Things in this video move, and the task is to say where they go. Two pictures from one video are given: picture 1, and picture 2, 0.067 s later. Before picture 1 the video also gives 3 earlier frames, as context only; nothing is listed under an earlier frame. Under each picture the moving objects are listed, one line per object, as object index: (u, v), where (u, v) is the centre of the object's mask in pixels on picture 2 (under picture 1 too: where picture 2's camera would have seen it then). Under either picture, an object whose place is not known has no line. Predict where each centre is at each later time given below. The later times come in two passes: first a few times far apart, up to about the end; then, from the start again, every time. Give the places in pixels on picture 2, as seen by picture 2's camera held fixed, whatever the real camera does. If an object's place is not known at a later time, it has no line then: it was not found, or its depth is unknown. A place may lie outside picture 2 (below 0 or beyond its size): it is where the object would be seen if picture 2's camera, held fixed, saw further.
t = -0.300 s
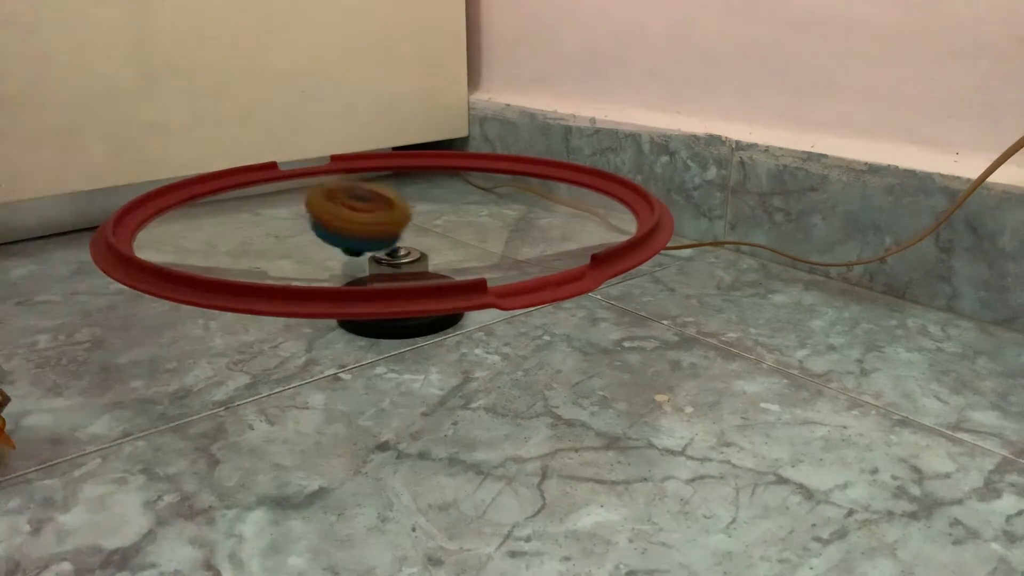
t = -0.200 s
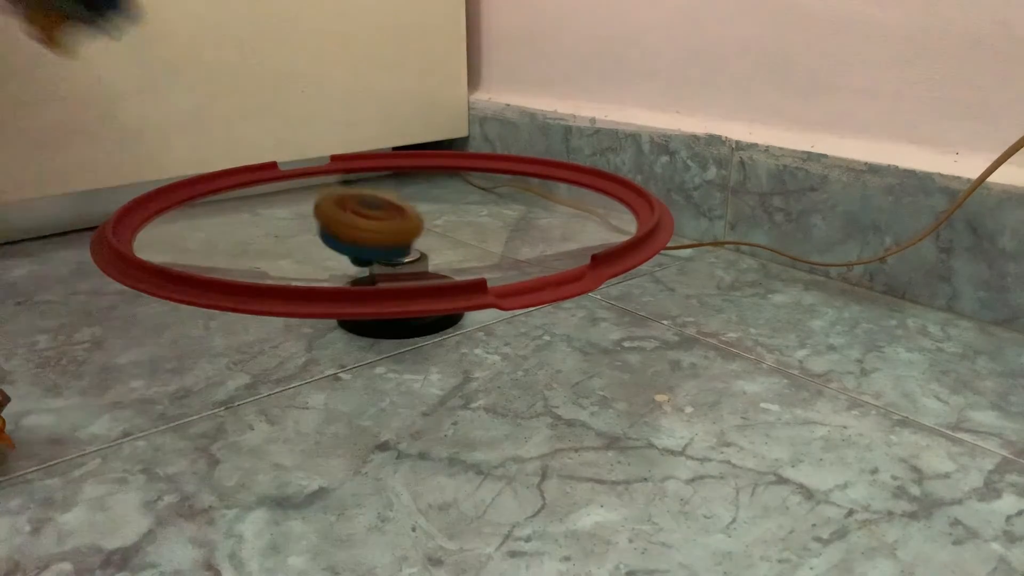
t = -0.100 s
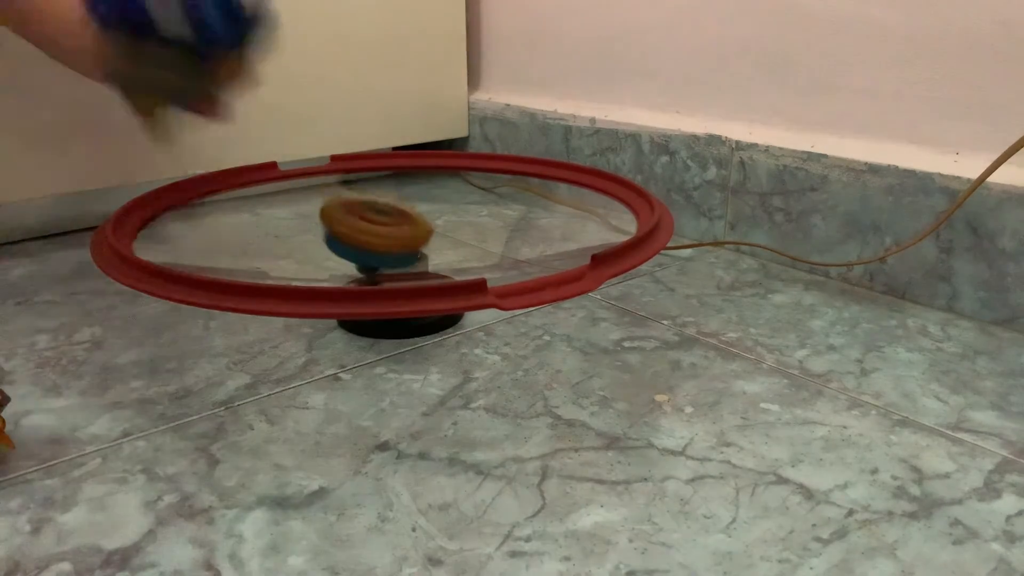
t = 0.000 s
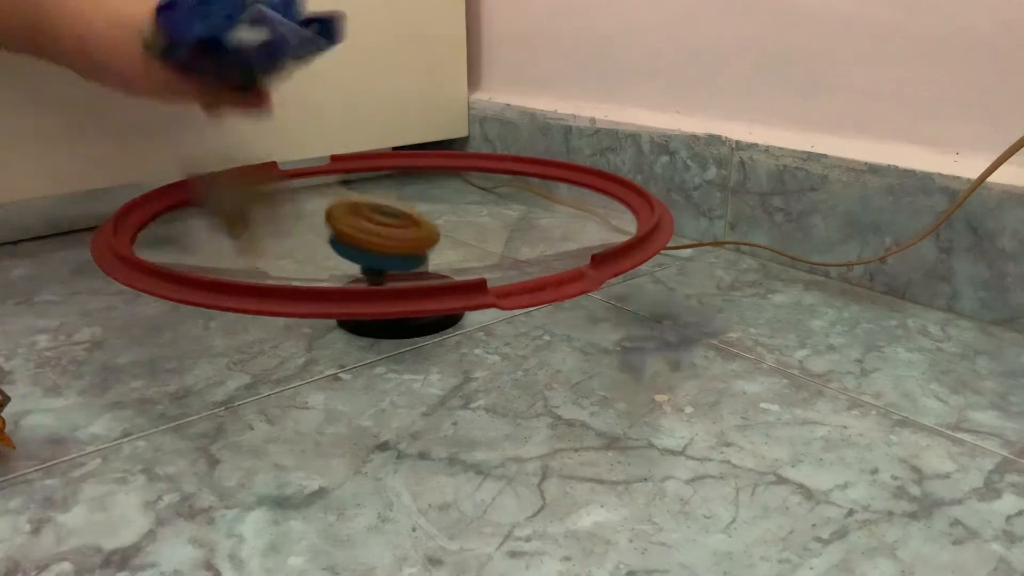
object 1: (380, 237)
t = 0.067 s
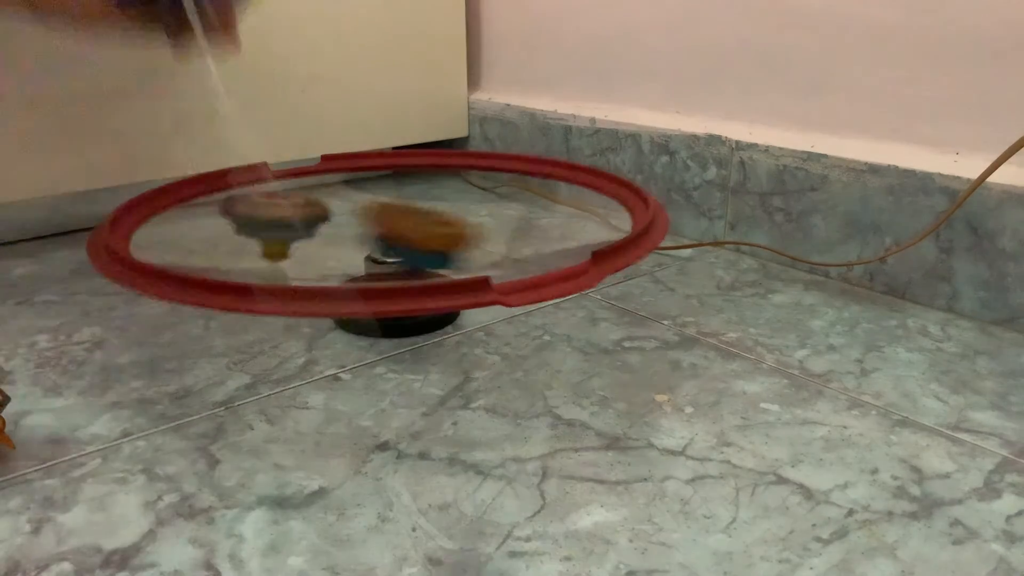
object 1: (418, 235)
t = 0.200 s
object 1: (567, 208)
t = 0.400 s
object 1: (570, 216)
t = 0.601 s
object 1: (397, 239)
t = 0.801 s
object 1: (316, 188)
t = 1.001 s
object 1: (360, 168)
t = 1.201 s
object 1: (468, 190)
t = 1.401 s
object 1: (525, 211)
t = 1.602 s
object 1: (465, 230)
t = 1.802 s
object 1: (377, 230)
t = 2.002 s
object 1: (331, 214)
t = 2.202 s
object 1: (322, 192)
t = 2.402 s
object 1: (351, 179)
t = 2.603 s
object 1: (371, 174)
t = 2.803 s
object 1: (369, 184)
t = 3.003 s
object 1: (370, 201)
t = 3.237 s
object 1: (383, 207)
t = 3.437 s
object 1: (443, 202)
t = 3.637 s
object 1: (442, 221)
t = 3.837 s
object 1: (429, 235)
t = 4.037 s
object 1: (412, 240)
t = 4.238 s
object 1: (347, 243)
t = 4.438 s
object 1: (364, 228)
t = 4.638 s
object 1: (310, 218)
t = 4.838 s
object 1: (308, 215)
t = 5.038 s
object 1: (315, 219)
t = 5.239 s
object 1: (285, 222)
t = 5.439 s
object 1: (313, 223)
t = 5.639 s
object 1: (335, 234)
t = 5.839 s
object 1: (364, 239)
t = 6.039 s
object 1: (408, 235)
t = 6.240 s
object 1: (444, 226)
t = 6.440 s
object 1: (470, 216)
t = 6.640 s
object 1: (475, 204)
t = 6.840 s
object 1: (453, 198)
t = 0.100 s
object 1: (466, 235)
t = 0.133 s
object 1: (504, 229)
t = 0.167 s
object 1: (539, 217)
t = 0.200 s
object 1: (567, 208)
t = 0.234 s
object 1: (588, 194)
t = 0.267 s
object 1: (605, 197)
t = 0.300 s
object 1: (608, 199)
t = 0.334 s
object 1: (609, 202)
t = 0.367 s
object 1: (594, 202)
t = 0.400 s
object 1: (570, 216)
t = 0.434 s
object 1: (551, 221)
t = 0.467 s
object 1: (516, 194)
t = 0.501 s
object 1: (482, 192)
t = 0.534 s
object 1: (460, 206)
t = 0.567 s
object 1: (423, 241)
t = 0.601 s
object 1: (397, 239)
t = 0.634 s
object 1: (375, 235)
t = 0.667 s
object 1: (355, 225)
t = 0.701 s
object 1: (338, 215)
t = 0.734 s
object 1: (326, 207)
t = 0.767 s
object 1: (319, 197)
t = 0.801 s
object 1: (316, 188)
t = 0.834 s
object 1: (314, 180)
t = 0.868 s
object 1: (318, 175)
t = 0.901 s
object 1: (324, 169)
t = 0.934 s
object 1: (333, 166)
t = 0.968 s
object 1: (346, 164)
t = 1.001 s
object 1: (360, 168)
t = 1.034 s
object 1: (377, 168)
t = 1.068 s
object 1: (394, 172)
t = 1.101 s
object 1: (414, 177)
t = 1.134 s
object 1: (433, 182)
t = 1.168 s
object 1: (451, 186)
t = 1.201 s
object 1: (468, 190)
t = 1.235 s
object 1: (481, 194)
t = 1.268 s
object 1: (493, 198)
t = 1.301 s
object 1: (505, 202)
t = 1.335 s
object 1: (514, 205)
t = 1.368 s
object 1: (521, 208)
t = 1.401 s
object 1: (525, 211)
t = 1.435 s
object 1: (525, 215)
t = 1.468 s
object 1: (519, 219)
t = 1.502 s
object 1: (511, 222)
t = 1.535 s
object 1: (498, 226)
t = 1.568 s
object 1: (482, 228)
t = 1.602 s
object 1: (465, 230)
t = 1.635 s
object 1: (449, 231)
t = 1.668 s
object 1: (433, 231)
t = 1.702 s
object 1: (414, 233)
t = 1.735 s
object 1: (399, 232)
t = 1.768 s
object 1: (387, 231)
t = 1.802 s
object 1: (377, 230)
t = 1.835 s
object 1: (369, 226)
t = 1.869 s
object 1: (357, 221)
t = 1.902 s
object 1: (346, 221)
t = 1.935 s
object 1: (338, 217)
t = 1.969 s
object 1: (333, 215)
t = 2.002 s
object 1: (331, 214)
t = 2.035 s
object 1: (332, 211)
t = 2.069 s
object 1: (335, 208)
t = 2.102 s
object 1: (335, 205)
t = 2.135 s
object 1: (330, 201)
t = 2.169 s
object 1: (325, 196)
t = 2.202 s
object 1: (322, 192)
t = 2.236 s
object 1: (324, 189)
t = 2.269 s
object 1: (326, 186)
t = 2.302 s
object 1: (331, 184)
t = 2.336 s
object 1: (337, 182)
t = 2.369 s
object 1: (344, 181)
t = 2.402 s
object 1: (351, 179)
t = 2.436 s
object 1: (360, 179)
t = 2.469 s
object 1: (368, 177)
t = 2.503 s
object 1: (370, 176)
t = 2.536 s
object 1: (371, 175)
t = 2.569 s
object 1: (371, 174)
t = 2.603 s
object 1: (371, 174)
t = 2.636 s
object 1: (371, 175)
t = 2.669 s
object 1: (371, 177)
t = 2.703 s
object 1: (370, 180)
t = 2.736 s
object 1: (369, 181)
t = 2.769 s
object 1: (368, 183)
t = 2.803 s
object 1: (369, 184)
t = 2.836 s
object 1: (370, 185)
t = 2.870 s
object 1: (375, 190)
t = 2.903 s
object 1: (377, 194)
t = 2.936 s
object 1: (376, 197)
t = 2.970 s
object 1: (374, 199)
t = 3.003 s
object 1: (370, 201)
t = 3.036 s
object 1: (367, 203)
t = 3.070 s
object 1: (363, 205)
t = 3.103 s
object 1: (359, 207)
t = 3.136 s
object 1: (357, 209)
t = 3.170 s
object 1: (356, 211)
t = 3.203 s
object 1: (366, 210)
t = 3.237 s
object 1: (383, 207)
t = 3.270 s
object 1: (396, 205)
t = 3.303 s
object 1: (410, 203)
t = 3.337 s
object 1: (421, 201)
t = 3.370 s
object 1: (431, 200)
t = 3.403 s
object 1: (437, 200)
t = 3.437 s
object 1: (443, 202)
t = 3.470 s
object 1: (448, 204)
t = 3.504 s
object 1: (451, 207)
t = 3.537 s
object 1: (453, 211)
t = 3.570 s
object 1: (451, 214)
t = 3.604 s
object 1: (448, 219)
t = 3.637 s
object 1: (442, 221)
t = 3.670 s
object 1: (437, 224)
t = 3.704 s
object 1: (432, 226)
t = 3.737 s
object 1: (432, 232)
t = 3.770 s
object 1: (430, 235)
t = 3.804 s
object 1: (430, 235)
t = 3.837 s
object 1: (429, 235)
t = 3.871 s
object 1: (429, 236)
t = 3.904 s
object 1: (429, 236)
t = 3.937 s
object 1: (429, 236)
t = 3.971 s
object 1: (429, 236)
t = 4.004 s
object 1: (429, 236)
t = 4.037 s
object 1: (412, 240)
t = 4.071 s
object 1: (398, 242)
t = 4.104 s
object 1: (385, 243)
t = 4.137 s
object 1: (372, 244)
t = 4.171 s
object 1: (361, 244)
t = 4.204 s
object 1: (353, 244)
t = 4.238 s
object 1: (347, 243)
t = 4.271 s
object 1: (344, 242)
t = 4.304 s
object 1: (345, 241)
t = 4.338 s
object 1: (347, 238)
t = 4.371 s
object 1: (352, 236)
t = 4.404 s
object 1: (357, 231)
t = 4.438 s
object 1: (364, 228)
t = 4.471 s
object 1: (370, 225)
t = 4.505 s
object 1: (367, 214)
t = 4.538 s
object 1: (352, 214)
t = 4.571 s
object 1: (336, 218)
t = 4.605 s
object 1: (321, 219)
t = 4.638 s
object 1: (310, 218)
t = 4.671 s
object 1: (302, 218)
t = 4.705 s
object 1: (297, 217)
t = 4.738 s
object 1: (296, 216)
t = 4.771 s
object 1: (297, 216)
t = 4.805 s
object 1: (301, 215)
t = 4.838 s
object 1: (308, 215)
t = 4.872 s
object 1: (315, 214)
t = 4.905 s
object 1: (324, 214)
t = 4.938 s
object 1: (333, 213)
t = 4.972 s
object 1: (338, 213)
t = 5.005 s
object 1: (327, 217)
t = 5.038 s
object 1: (315, 219)
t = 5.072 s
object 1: (306, 220)
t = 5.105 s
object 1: (300, 221)
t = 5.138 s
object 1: (292, 222)
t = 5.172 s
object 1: (288, 223)
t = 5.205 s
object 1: (285, 223)
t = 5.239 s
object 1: (285, 222)
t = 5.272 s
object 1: (286, 222)
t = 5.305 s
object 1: (290, 222)
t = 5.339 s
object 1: (294, 223)
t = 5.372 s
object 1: (300, 223)
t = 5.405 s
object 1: (306, 223)
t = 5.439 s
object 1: (313, 223)
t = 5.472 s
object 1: (321, 225)
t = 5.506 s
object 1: (329, 226)
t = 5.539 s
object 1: (335, 227)
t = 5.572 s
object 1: (334, 230)
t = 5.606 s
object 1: (333, 232)
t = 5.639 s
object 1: (335, 234)
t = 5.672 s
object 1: (336, 235)
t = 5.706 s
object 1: (340, 236)
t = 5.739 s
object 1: (345, 237)
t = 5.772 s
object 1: (350, 238)
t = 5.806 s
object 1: (356, 239)
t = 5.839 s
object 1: (364, 239)
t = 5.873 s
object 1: (371, 238)
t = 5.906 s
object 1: (378, 238)
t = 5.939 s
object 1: (385, 237)
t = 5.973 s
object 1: (393, 237)
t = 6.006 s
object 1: (401, 236)
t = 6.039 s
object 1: (408, 235)
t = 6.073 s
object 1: (414, 234)
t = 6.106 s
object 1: (420, 233)
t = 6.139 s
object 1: (427, 231)
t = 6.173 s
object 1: (433, 230)
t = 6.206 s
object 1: (438, 228)
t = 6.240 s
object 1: (444, 226)
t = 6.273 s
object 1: (450, 225)
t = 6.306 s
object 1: (455, 223)
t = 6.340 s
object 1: (459, 221)
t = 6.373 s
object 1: (464, 219)
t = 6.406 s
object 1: (467, 217)
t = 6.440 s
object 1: (470, 216)
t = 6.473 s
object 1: (473, 213)
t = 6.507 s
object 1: (475, 211)
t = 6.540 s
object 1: (476, 210)
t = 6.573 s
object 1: (476, 209)
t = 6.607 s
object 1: (476, 206)
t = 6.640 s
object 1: (475, 204)
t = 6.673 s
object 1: (473, 203)
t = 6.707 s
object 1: (470, 201)
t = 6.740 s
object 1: (467, 200)
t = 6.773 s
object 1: (463, 199)
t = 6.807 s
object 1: (458, 198)
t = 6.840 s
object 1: (453, 198)
